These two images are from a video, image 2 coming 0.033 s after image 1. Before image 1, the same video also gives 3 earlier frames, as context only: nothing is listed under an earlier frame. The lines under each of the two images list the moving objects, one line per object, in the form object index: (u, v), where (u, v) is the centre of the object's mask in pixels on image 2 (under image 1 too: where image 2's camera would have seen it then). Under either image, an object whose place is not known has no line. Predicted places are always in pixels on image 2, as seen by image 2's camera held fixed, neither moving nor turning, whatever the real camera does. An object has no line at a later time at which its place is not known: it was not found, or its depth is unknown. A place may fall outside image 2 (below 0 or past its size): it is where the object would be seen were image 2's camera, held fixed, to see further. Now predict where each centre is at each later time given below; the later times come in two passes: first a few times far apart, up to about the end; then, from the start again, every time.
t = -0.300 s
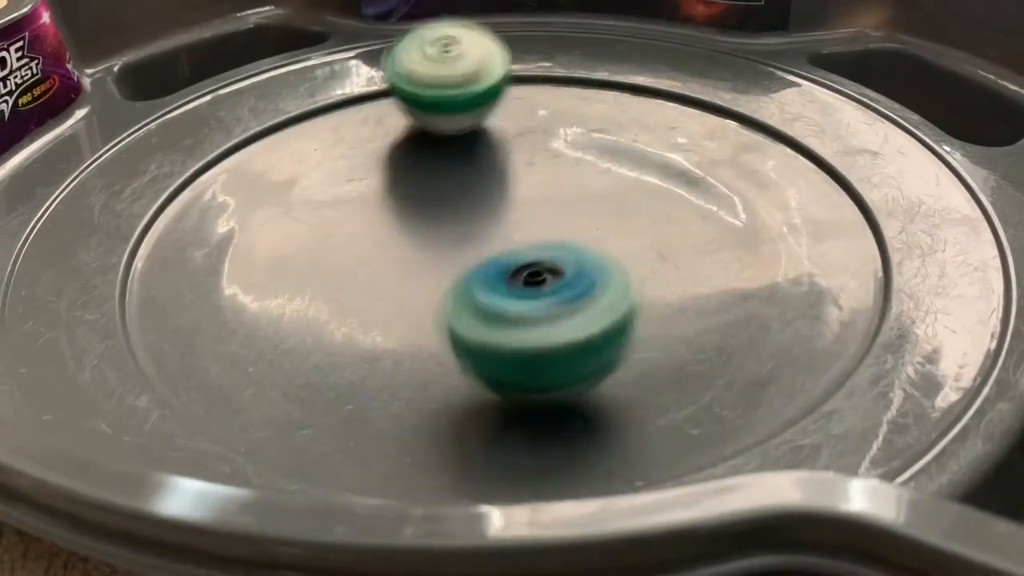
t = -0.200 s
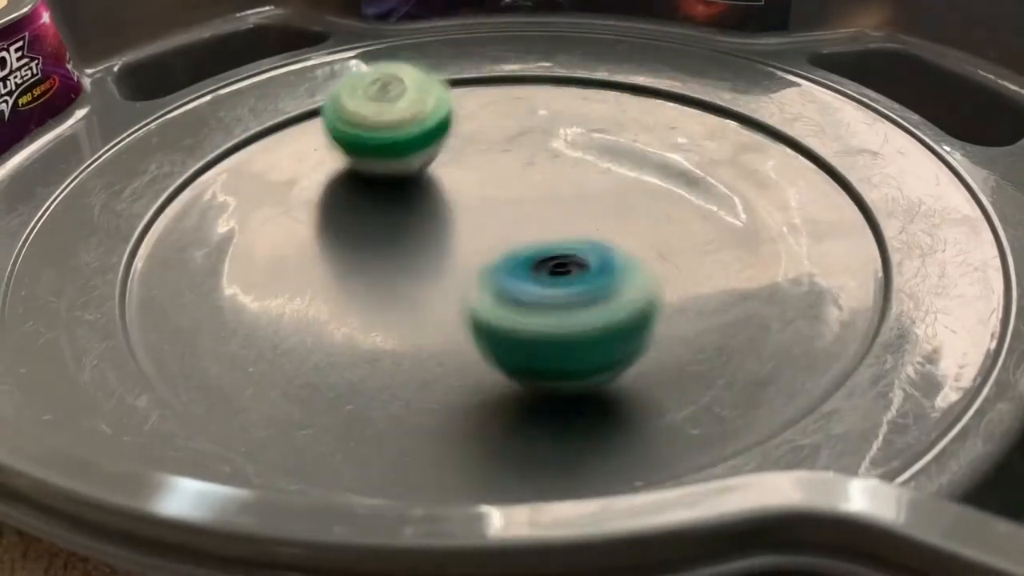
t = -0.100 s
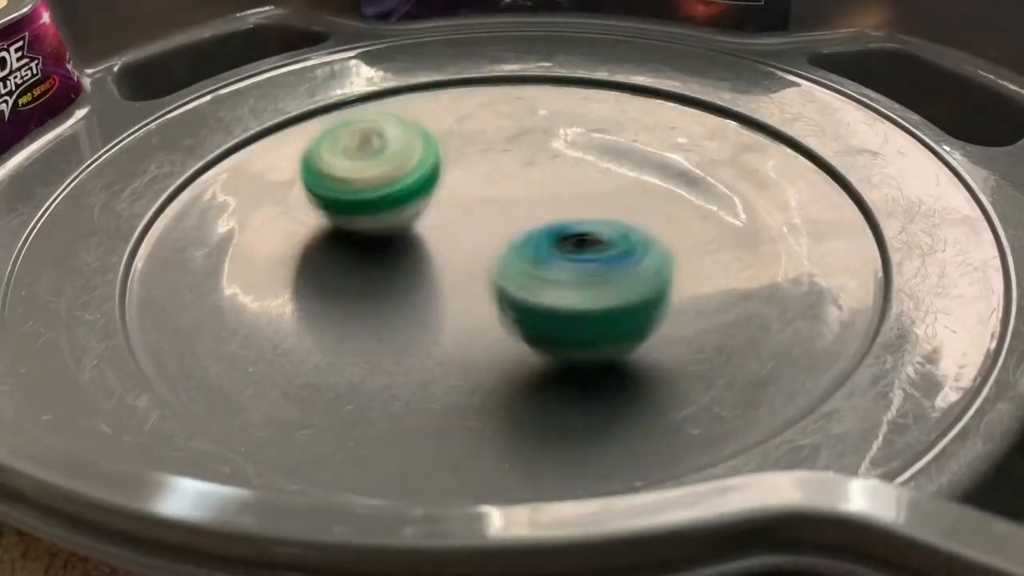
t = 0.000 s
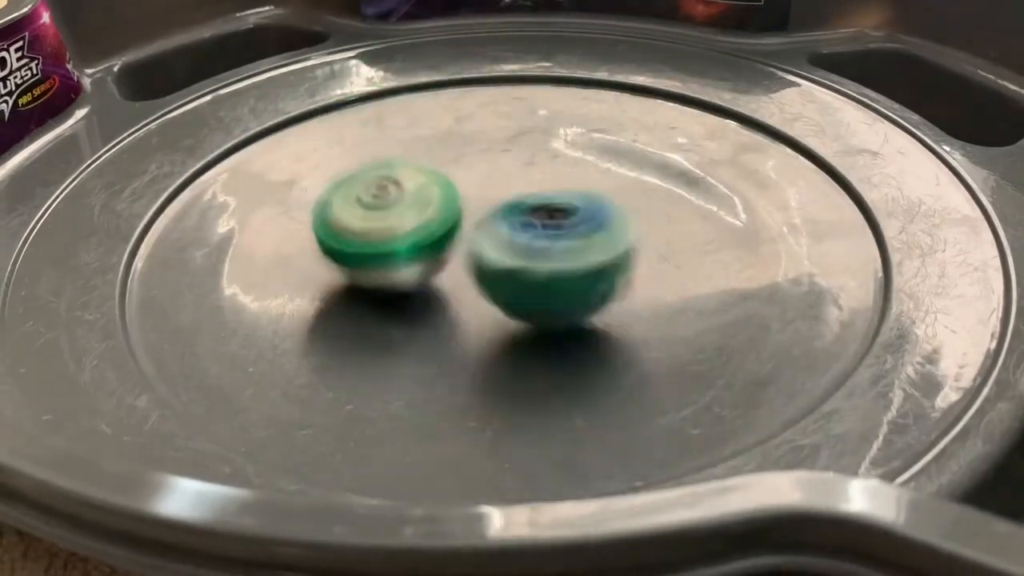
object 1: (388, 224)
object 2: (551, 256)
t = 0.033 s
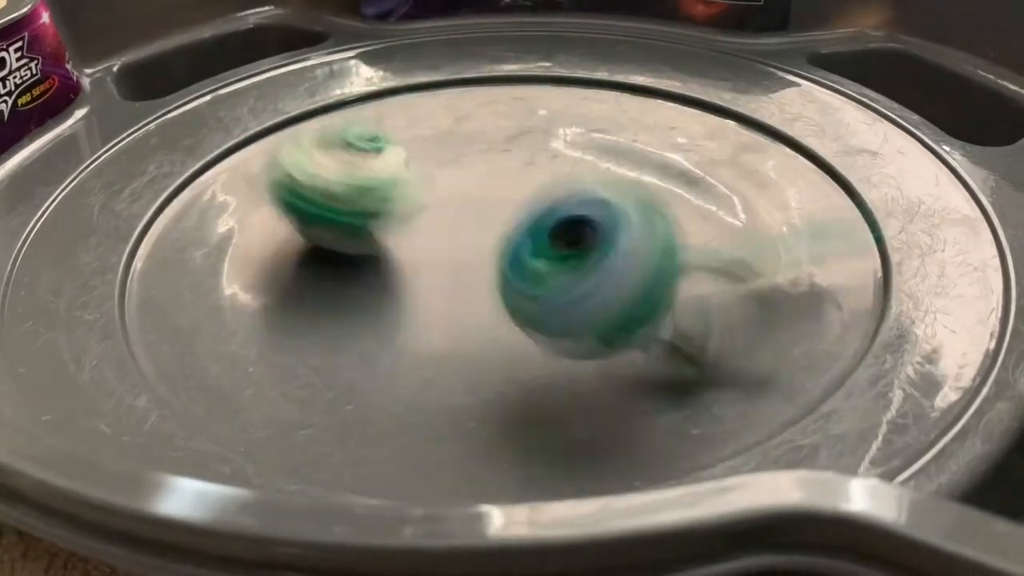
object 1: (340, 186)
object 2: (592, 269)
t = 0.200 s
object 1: (214, 32)
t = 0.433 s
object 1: (225, 39)
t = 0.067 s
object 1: (288, 135)
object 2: (607, 268)
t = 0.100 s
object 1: (250, 87)
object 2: (622, 311)
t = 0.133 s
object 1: (232, 54)
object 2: (642, 392)
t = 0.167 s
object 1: (220, 42)
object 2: (657, 405)
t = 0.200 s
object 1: (214, 32)
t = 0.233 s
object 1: (203, 29)
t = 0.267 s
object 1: (195, 31)
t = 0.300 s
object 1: (191, 34)
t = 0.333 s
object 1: (196, 22)
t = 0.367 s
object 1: (207, 20)
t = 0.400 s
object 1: (213, 24)
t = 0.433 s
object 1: (225, 39)
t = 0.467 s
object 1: (241, 51)
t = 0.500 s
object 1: (265, 66)
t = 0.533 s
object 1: (291, 84)
